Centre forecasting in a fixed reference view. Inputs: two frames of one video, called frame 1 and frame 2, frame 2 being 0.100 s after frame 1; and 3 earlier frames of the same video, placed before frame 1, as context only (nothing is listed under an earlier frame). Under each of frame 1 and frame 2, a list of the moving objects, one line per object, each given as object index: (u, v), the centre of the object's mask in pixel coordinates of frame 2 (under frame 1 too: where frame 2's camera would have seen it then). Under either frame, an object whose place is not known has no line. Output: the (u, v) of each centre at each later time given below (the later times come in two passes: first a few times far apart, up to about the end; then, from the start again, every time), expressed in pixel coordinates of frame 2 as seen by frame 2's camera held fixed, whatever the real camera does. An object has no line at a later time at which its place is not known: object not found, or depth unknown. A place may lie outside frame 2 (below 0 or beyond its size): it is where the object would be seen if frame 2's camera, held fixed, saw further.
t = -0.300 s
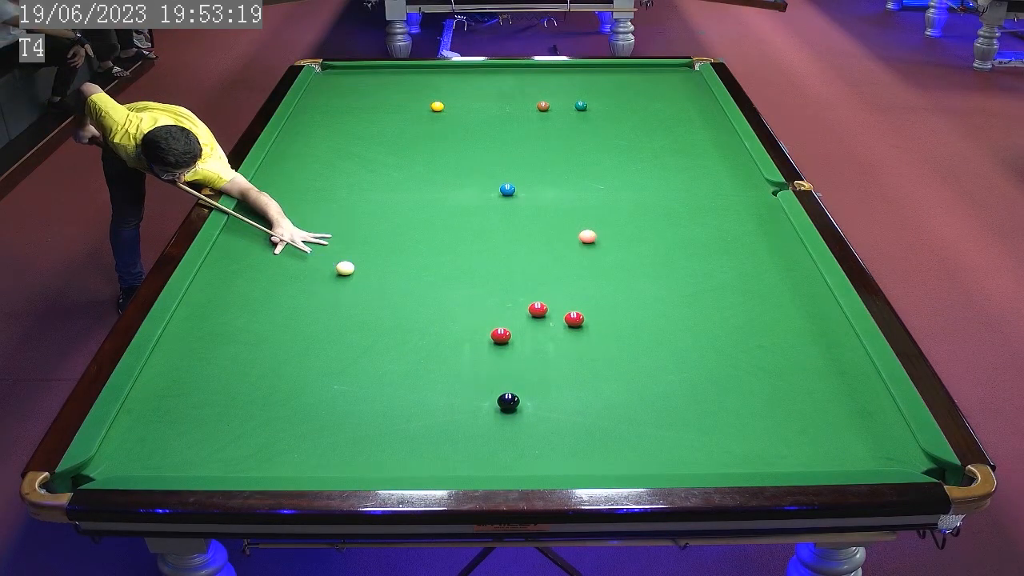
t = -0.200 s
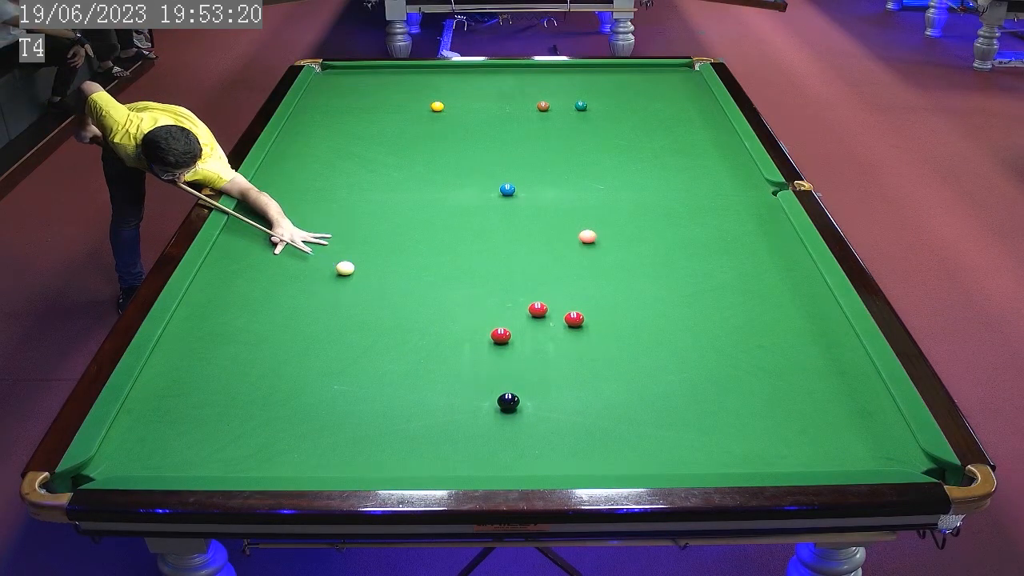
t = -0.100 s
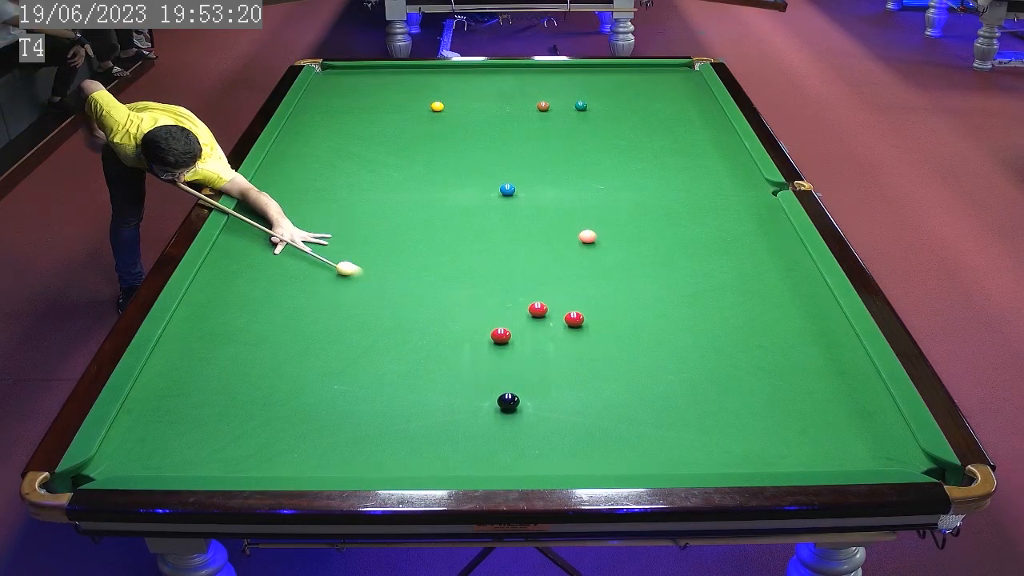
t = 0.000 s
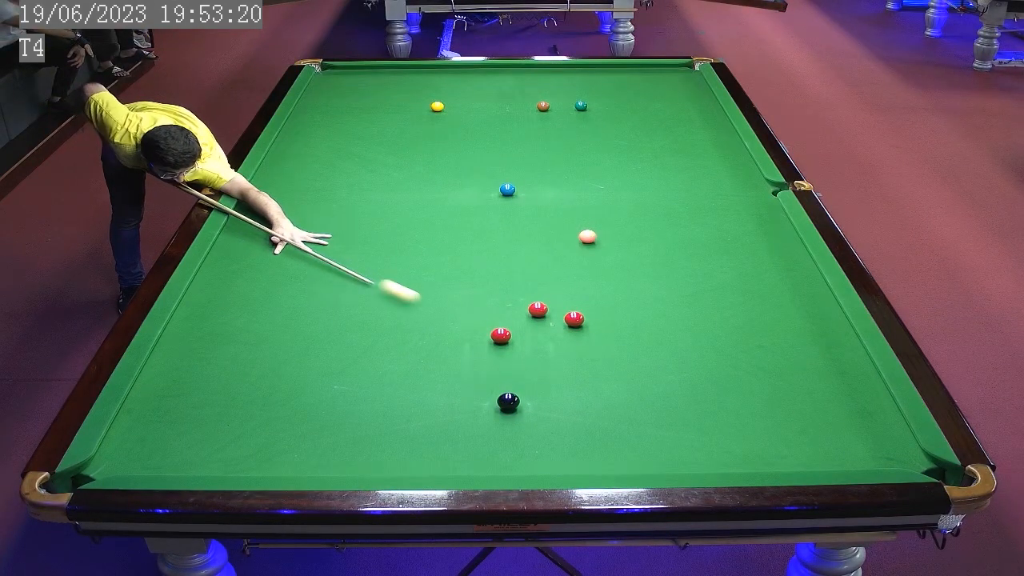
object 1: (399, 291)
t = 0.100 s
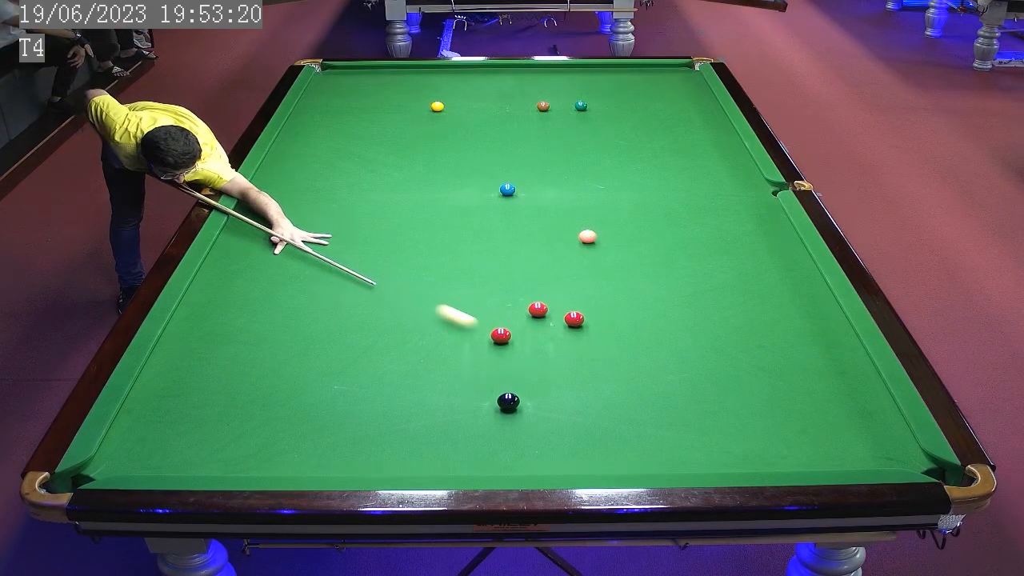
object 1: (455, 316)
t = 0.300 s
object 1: (475, 335)
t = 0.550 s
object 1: (459, 341)
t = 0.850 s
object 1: (443, 347)
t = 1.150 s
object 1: (428, 353)
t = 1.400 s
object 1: (417, 357)
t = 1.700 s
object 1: (406, 361)
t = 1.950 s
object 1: (398, 364)
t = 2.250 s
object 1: (391, 367)
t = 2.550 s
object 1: (386, 368)
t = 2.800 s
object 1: (384, 369)
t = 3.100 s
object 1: (383, 369)
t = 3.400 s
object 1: (384, 369)
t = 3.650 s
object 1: (384, 369)
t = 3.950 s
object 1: (384, 369)
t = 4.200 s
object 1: (384, 369)
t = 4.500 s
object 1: (384, 369)
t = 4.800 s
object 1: (384, 369)
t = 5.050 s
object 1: (384, 369)
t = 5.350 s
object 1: (384, 369)
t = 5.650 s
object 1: (384, 369)
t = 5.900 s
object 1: (384, 369)
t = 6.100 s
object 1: (384, 369)
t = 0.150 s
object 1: (478, 327)
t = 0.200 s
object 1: (481, 332)
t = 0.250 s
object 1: (478, 333)
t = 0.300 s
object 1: (475, 335)
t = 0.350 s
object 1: (472, 336)
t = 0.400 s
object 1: (469, 337)
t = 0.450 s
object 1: (466, 338)
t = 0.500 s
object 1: (463, 340)
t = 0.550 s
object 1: (459, 341)
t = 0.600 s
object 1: (457, 342)
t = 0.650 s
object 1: (454, 343)
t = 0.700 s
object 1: (451, 344)
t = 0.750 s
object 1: (448, 345)
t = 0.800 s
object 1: (446, 346)
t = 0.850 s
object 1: (443, 347)
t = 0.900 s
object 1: (440, 348)
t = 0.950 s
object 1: (438, 349)
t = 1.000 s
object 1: (435, 350)
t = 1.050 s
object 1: (433, 351)
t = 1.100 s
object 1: (430, 352)
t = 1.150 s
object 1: (428, 353)
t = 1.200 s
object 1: (426, 354)
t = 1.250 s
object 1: (424, 355)
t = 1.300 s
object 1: (422, 355)
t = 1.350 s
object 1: (420, 356)
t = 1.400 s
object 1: (417, 357)
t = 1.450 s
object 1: (415, 358)
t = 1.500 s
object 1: (414, 358)
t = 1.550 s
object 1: (411, 359)
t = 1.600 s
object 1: (409, 360)
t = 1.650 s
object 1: (408, 360)
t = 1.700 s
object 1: (406, 361)
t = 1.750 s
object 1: (404, 362)
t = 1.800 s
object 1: (403, 362)
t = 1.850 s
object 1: (401, 363)
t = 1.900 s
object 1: (400, 363)
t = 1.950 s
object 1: (398, 364)
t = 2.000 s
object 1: (397, 364)
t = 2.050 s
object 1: (395, 365)
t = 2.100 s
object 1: (394, 365)
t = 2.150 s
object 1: (393, 366)
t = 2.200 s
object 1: (392, 366)
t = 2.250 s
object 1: (391, 367)
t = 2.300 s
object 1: (390, 367)
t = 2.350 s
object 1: (389, 367)
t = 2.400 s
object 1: (388, 368)
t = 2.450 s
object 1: (387, 368)
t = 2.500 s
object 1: (387, 368)
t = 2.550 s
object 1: (386, 368)
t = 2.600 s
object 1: (386, 368)
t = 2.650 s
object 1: (385, 369)
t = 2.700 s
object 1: (385, 369)
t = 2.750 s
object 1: (384, 369)
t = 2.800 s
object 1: (384, 369)
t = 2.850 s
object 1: (383, 369)
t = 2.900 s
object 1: (383, 369)
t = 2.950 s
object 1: (383, 369)
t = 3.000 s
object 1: (383, 369)
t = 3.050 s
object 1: (383, 369)
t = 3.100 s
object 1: (383, 369)
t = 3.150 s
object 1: (383, 369)
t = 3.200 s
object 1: (383, 369)
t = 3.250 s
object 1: (384, 369)
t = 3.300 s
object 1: (384, 369)
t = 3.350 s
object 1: (384, 369)
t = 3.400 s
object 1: (384, 369)
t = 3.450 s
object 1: (384, 369)
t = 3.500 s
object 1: (384, 369)
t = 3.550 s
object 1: (384, 369)
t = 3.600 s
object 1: (384, 369)
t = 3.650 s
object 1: (384, 369)
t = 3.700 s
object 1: (384, 369)
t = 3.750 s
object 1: (384, 369)
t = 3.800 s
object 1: (384, 369)
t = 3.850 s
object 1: (384, 369)
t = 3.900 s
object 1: (384, 369)
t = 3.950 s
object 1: (384, 369)
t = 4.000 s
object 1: (384, 369)
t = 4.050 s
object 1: (384, 369)
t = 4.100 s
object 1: (384, 369)
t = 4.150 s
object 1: (384, 369)
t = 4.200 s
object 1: (384, 369)
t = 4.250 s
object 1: (384, 369)
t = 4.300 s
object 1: (384, 369)
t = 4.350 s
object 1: (384, 369)
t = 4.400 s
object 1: (384, 369)
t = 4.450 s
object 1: (384, 369)
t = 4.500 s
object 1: (384, 369)
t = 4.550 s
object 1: (384, 369)
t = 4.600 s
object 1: (384, 369)
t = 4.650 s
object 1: (384, 369)
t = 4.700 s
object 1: (384, 369)
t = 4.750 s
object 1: (384, 369)
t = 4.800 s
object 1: (384, 369)
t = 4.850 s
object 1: (384, 369)
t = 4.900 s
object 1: (384, 369)
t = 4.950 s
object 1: (384, 369)
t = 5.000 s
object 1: (384, 369)
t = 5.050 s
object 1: (384, 369)
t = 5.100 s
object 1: (384, 369)
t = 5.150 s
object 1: (384, 369)
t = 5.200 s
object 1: (384, 369)
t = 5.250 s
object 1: (384, 369)
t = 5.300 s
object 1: (384, 369)
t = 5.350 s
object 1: (384, 369)
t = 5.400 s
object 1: (384, 369)
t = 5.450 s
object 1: (384, 369)
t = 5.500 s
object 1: (384, 369)
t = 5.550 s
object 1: (384, 369)
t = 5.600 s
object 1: (384, 369)
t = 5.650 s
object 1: (384, 369)
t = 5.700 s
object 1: (384, 369)
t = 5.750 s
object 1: (384, 369)
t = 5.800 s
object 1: (384, 369)
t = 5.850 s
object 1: (384, 369)
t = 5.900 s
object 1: (384, 369)
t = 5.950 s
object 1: (384, 369)
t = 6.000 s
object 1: (384, 369)
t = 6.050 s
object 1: (384, 369)
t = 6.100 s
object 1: (384, 369)
